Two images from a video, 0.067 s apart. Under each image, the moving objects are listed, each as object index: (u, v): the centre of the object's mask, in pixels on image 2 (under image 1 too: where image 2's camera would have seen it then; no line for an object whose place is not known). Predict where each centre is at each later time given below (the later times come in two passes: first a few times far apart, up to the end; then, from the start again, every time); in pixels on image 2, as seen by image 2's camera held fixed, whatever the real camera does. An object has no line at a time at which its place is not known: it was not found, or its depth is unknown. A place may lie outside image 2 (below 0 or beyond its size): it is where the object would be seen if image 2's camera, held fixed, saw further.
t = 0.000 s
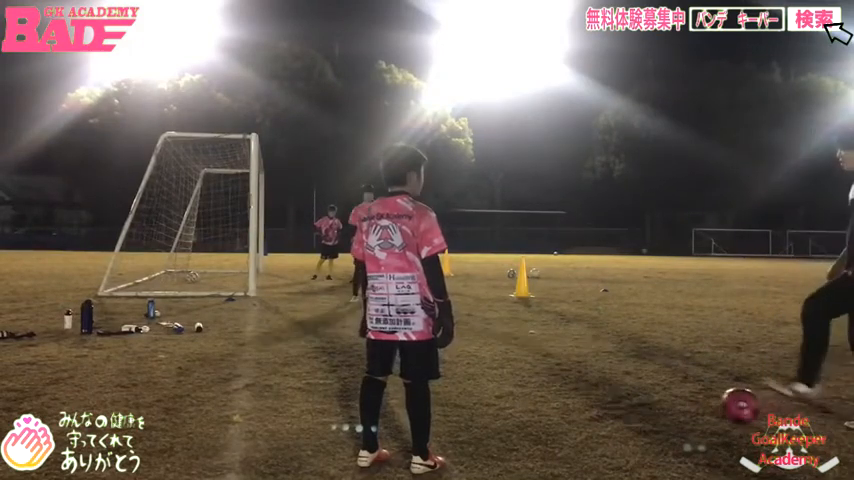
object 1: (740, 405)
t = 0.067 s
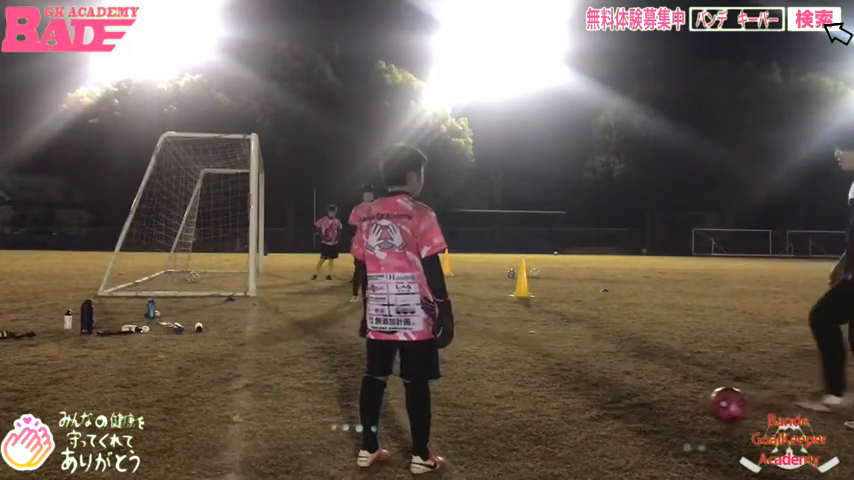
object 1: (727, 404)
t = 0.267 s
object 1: (696, 401)
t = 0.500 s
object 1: (664, 398)
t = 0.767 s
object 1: (633, 396)
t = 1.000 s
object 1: (607, 394)
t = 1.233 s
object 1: (587, 392)
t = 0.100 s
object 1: (721, 404)
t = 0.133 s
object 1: (716, 403)
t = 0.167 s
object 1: (711, 402)
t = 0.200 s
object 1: (705, 402)
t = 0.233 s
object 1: (700, 402)
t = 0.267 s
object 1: (696, 401)
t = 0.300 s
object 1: (691, 401)
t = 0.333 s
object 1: (686, 400)
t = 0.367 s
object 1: (682, 399)
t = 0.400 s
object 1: (677, 399)
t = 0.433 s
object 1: (672, 399)
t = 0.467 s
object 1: (668, 398)
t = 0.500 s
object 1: (664, 398)
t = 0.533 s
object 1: (660, 398)
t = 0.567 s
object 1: (656, 397)
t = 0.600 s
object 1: (652, 397)
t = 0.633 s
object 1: (647, 397)
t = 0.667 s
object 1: (644, 397)
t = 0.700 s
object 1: (640, 396)
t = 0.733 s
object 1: (636, 396)
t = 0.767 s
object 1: (633, 396)
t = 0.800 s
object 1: (629, 395)
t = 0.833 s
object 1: (625, 395)
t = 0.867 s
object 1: (622, 394)
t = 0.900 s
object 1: (617, 395)
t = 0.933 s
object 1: (614, 395)
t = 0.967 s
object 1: (611, 394)
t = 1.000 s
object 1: (607, 394)
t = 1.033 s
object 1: (605, 393)
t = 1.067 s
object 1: (601, 393)
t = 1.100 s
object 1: (598, 392)
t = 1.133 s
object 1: (595, 393)
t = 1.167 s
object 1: (592, 392)
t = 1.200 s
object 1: (589, 393)
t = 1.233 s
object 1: (587, 392)
